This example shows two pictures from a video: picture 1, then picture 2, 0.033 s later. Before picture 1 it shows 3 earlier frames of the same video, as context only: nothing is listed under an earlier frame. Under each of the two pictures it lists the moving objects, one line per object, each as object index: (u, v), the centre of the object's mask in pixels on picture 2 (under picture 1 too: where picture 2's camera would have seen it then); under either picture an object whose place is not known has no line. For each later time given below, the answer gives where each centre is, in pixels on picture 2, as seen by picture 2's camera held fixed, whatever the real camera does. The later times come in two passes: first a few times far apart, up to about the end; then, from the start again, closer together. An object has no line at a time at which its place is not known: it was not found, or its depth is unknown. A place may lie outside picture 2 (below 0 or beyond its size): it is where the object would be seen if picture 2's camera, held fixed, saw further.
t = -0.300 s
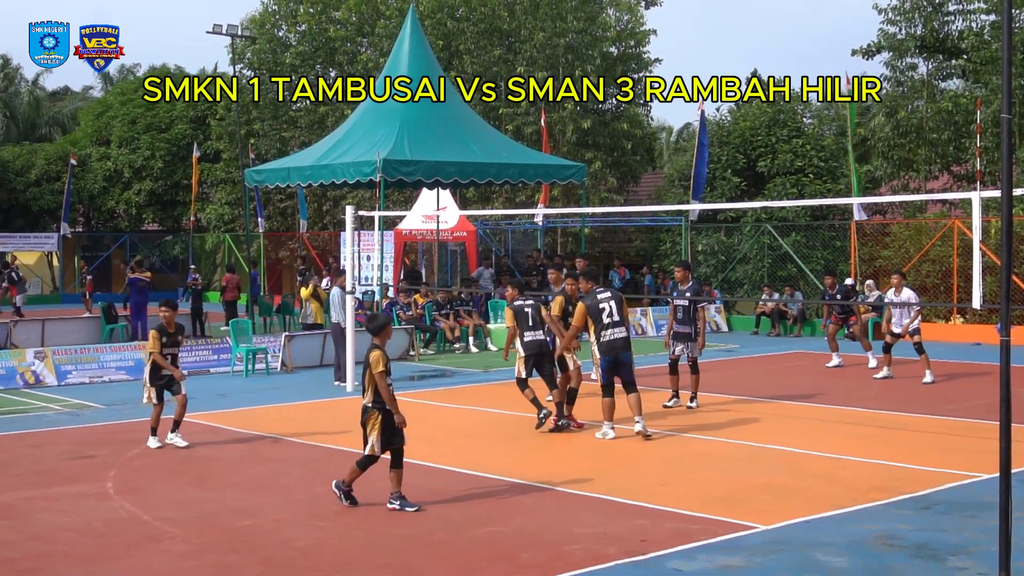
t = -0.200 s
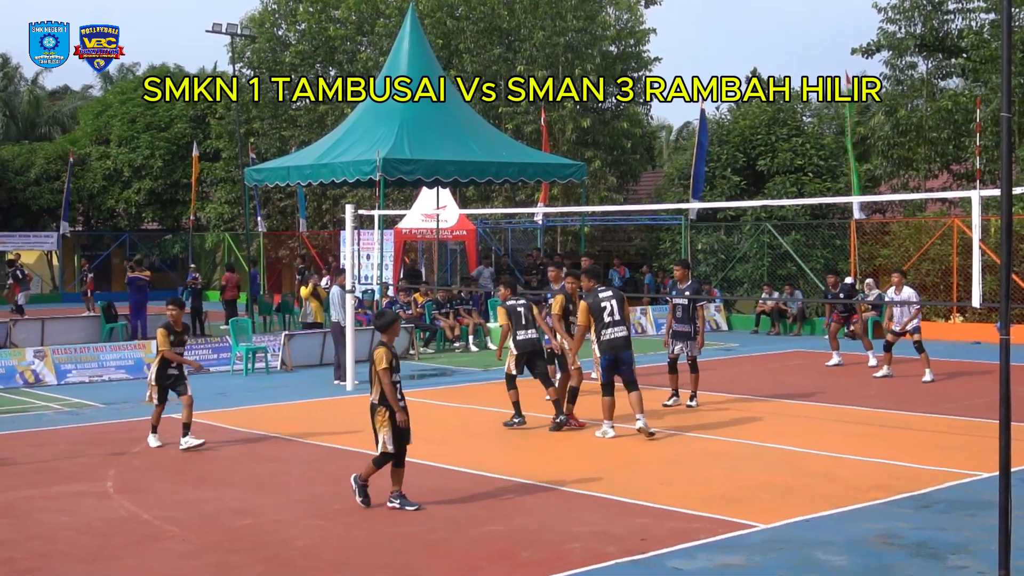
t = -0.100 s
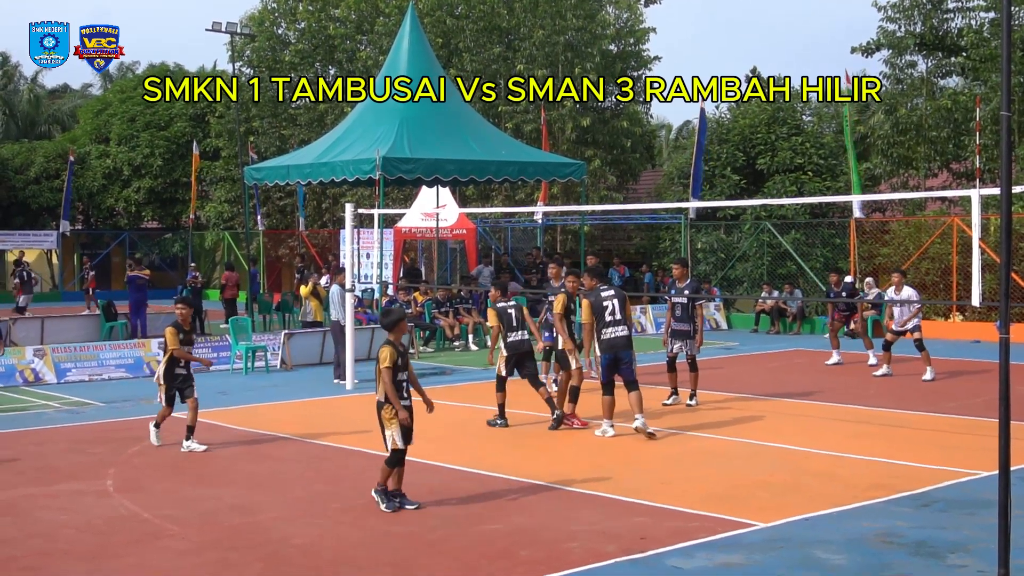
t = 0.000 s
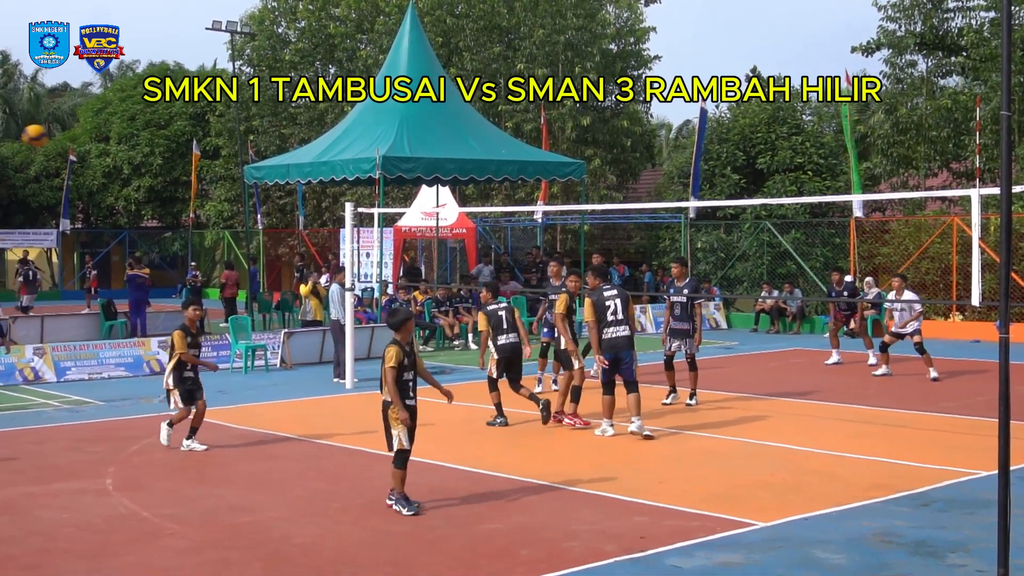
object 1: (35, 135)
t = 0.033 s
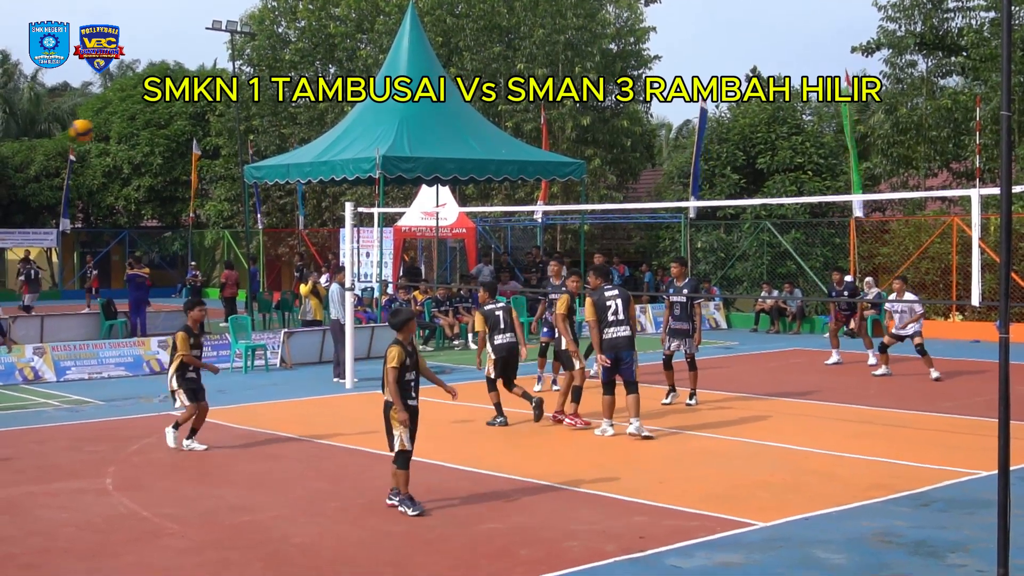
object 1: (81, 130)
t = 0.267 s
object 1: (365, 123)
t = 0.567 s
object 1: (641, 185)
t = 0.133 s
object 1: (210, 120)
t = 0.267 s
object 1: (365, 123)
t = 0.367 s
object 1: (468, 136)
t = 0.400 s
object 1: (499, 143)
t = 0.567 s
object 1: (641, 185)
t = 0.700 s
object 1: (743, 227)
